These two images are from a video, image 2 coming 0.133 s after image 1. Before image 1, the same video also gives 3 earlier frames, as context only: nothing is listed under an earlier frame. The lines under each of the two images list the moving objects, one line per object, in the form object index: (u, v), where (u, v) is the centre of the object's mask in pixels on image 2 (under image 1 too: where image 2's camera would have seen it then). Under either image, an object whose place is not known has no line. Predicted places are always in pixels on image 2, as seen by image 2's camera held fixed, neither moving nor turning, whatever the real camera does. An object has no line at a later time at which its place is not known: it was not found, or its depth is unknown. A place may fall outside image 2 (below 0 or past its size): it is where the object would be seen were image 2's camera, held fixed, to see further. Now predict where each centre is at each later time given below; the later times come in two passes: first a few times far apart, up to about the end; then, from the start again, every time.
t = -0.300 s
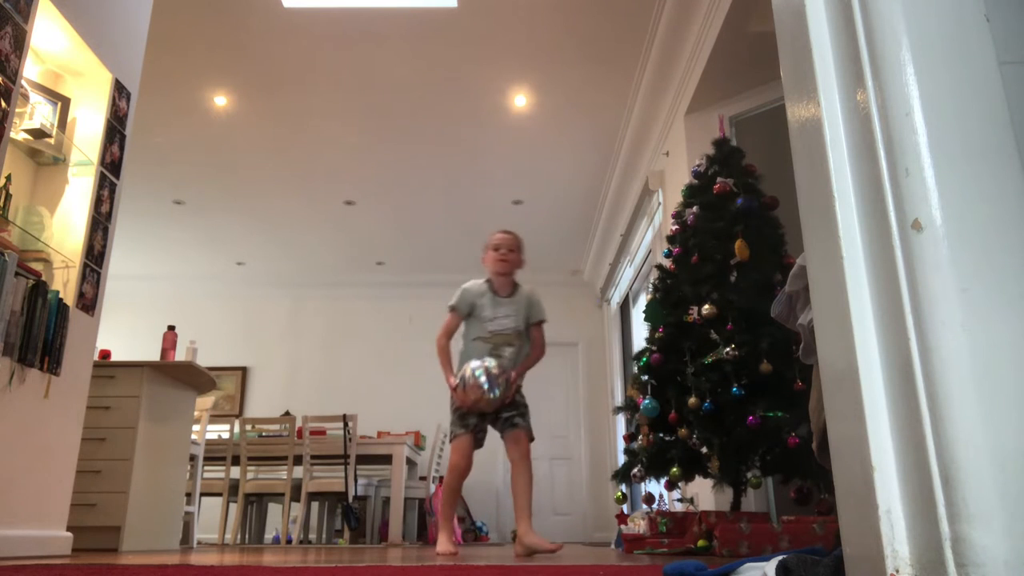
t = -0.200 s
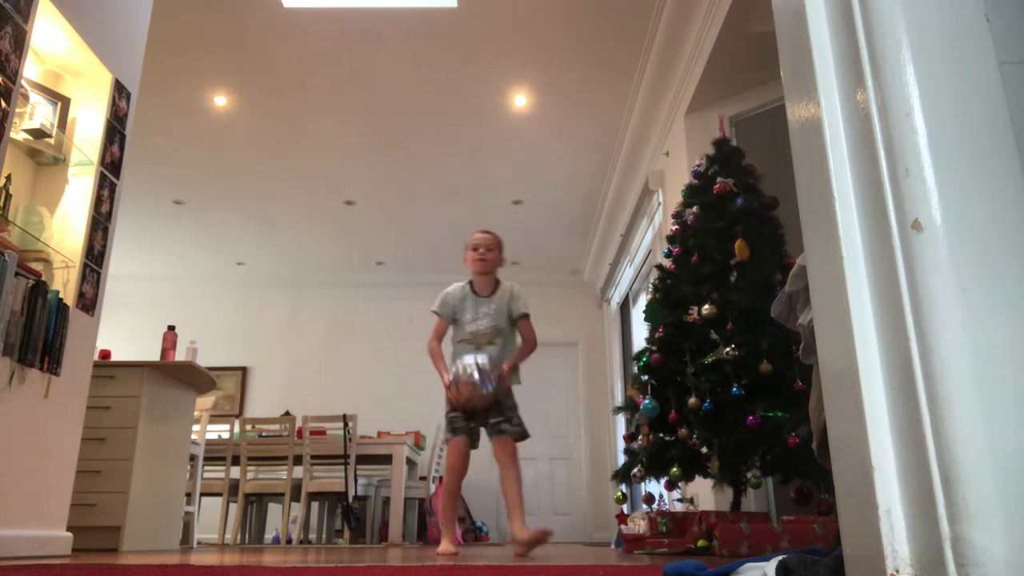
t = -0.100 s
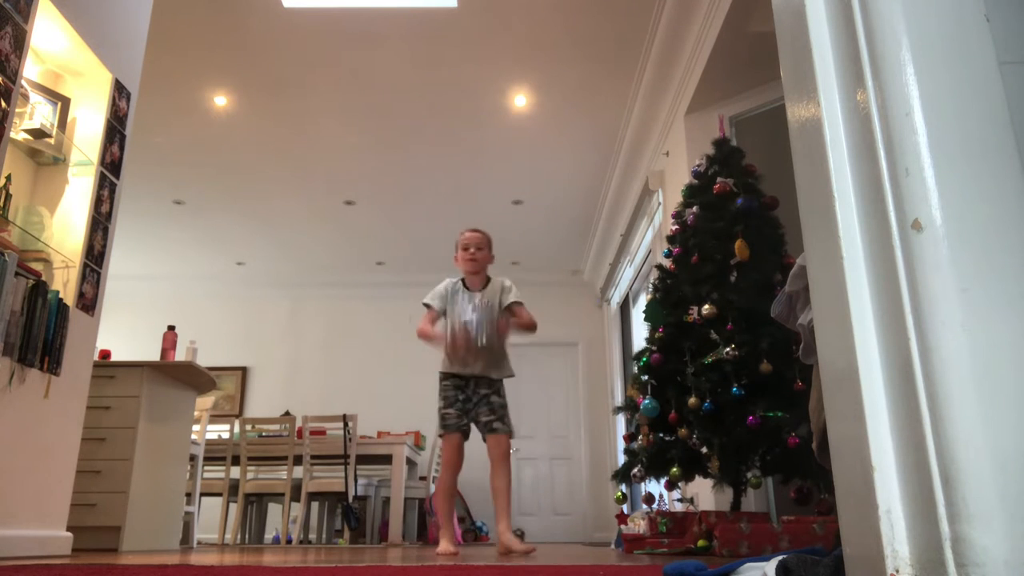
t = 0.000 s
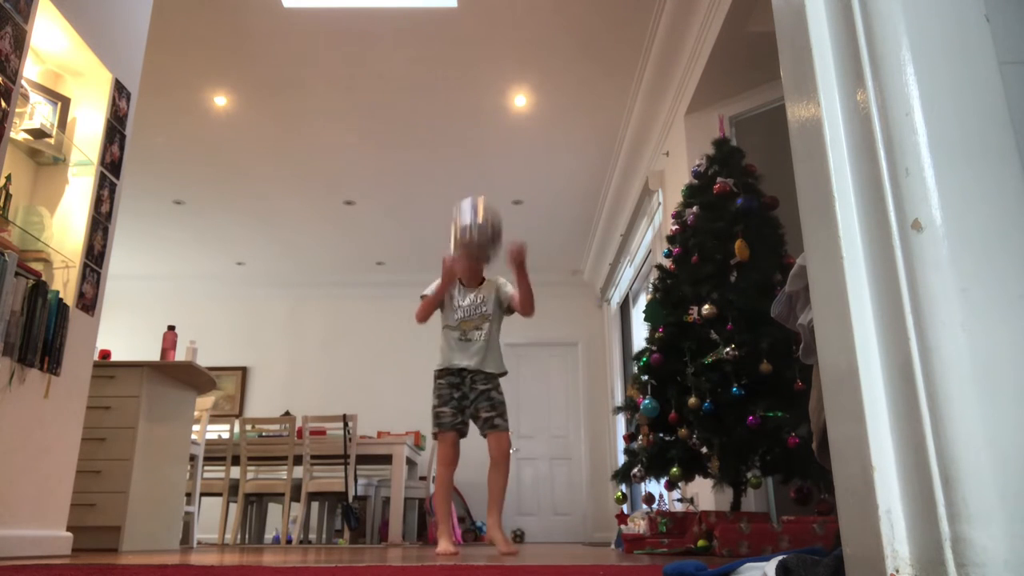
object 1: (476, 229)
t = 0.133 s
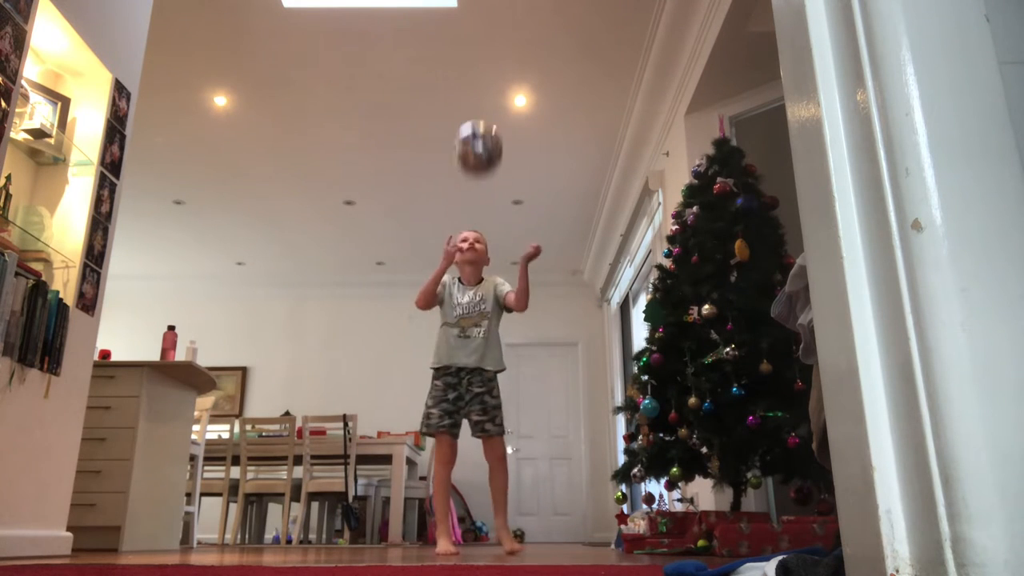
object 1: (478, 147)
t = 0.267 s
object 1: (479, 115)
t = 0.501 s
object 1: (481, 143)
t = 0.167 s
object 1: (479, 135)
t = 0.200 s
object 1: (479, 126)
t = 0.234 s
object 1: (479, 119)
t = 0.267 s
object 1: (479, 115)
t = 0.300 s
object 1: (480, 112)
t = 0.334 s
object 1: (480, 112)
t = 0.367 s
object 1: (480, 114)
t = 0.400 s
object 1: (481, 118)
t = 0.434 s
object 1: (481, 125)
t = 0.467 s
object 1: (481, 133)
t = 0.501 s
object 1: (481, 143)
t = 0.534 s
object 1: (481, 156)
